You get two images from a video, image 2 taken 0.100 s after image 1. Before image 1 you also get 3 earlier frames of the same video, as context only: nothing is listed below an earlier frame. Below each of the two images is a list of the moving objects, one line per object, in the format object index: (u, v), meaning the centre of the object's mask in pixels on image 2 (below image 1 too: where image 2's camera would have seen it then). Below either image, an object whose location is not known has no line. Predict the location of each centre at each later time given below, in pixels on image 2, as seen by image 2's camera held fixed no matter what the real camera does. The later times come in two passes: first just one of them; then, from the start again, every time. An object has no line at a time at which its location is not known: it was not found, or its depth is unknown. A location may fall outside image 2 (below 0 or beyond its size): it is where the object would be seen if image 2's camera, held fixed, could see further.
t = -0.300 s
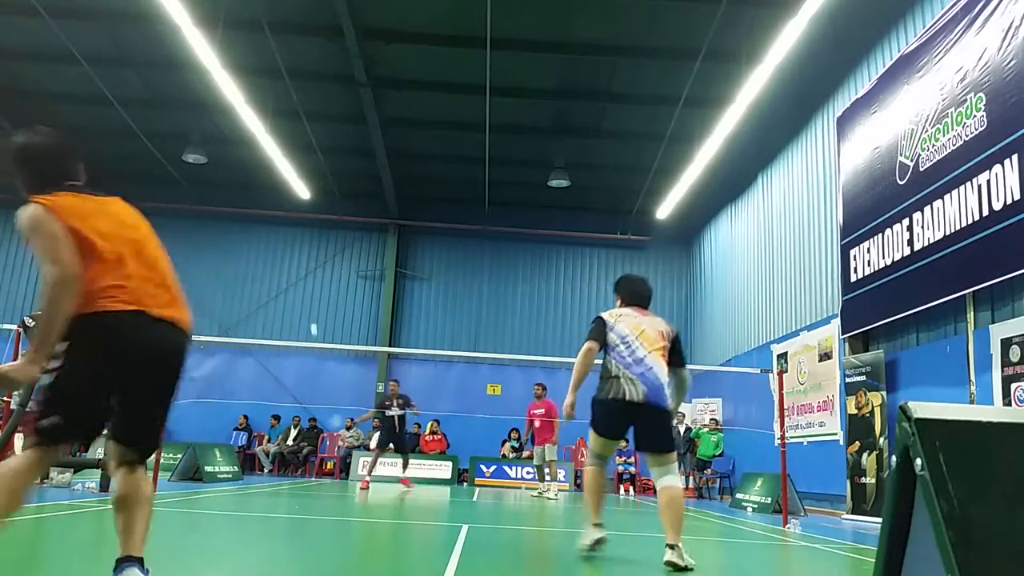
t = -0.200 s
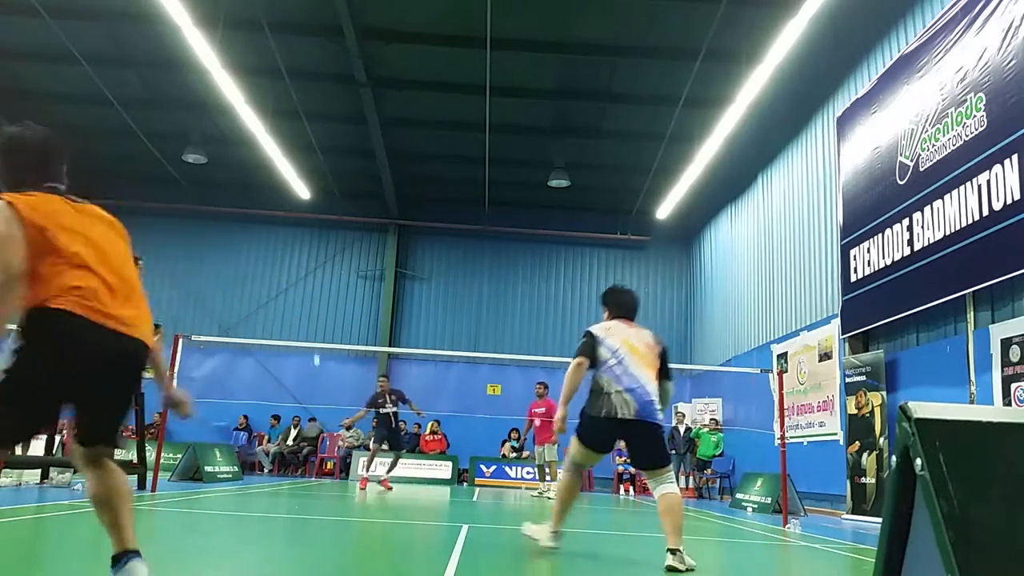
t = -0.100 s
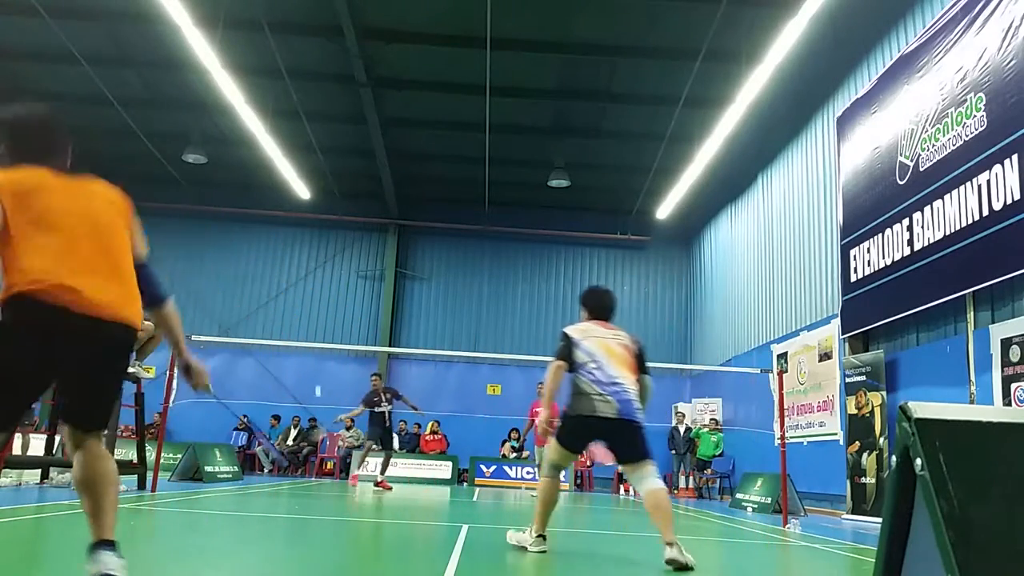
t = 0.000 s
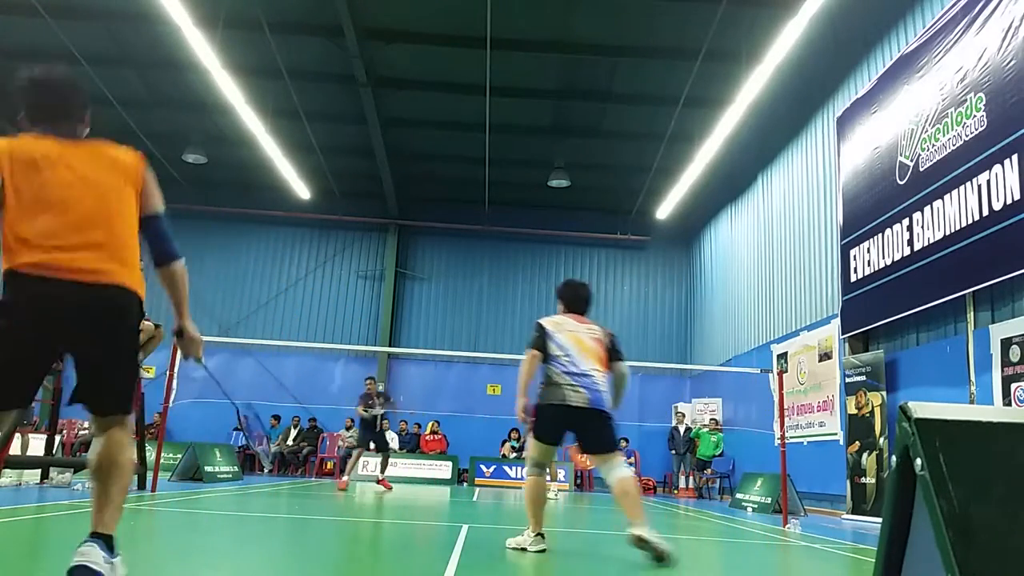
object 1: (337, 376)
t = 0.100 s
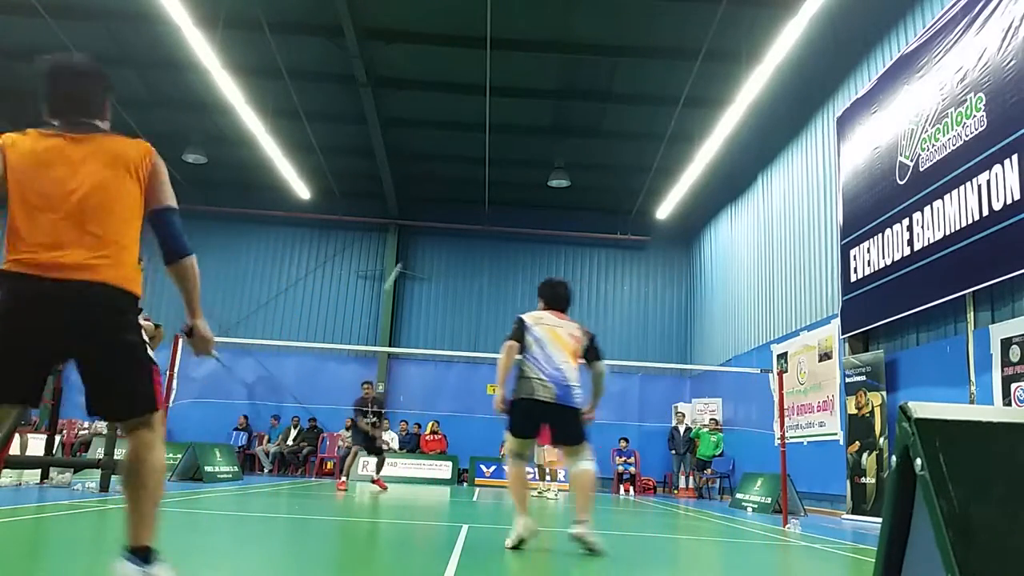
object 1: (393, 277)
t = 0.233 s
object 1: (455, 176)
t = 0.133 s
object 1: (409, 250)
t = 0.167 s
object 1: (425, 223)
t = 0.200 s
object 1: (440, 199)
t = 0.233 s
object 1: (455, 176)
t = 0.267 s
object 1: (470, 155)
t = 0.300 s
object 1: (484, 135)
